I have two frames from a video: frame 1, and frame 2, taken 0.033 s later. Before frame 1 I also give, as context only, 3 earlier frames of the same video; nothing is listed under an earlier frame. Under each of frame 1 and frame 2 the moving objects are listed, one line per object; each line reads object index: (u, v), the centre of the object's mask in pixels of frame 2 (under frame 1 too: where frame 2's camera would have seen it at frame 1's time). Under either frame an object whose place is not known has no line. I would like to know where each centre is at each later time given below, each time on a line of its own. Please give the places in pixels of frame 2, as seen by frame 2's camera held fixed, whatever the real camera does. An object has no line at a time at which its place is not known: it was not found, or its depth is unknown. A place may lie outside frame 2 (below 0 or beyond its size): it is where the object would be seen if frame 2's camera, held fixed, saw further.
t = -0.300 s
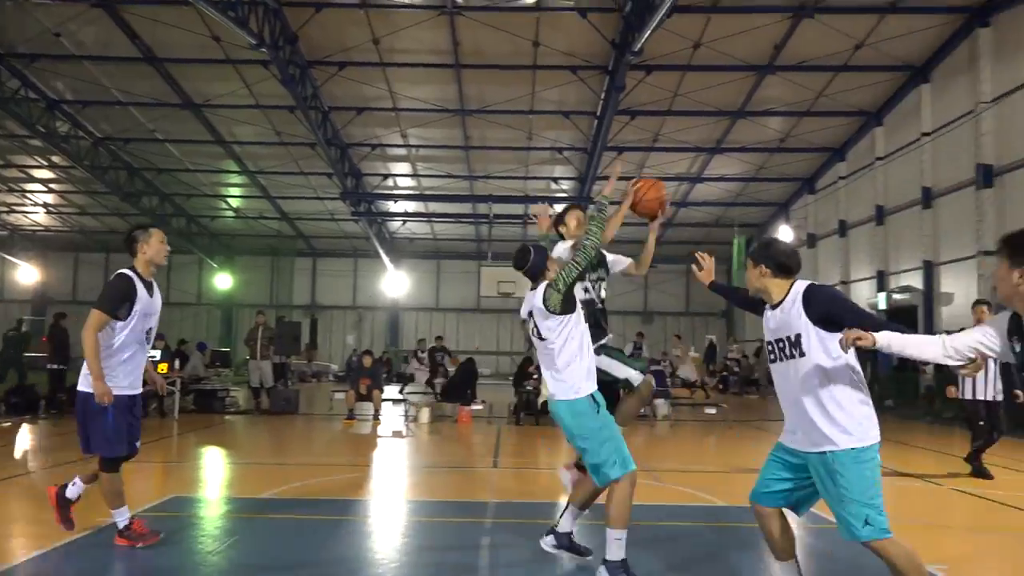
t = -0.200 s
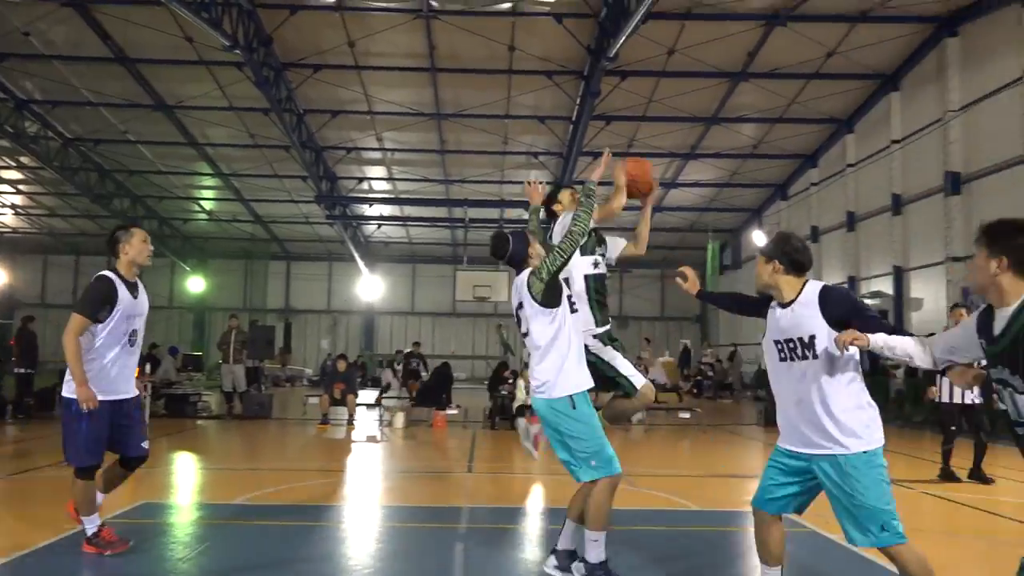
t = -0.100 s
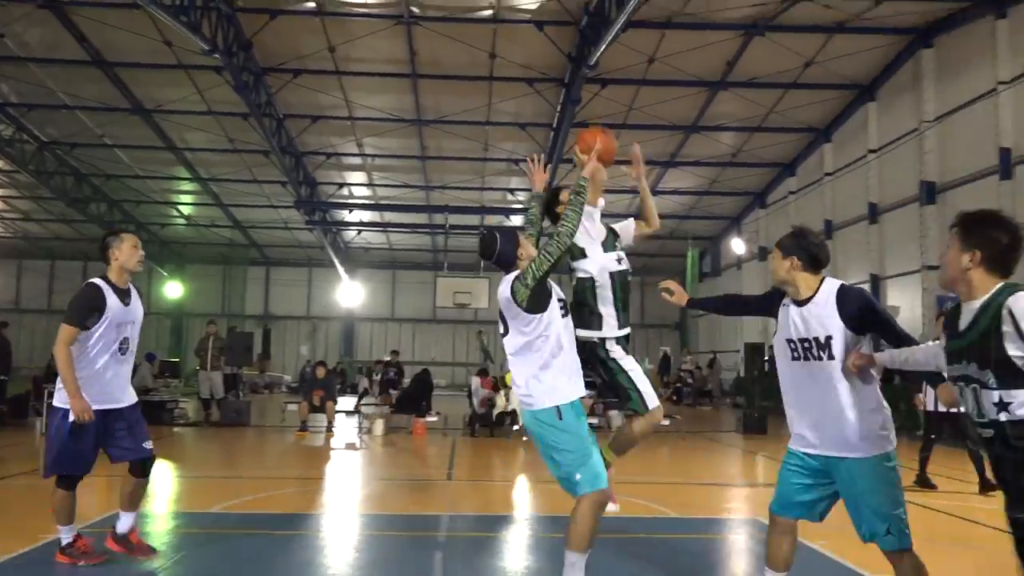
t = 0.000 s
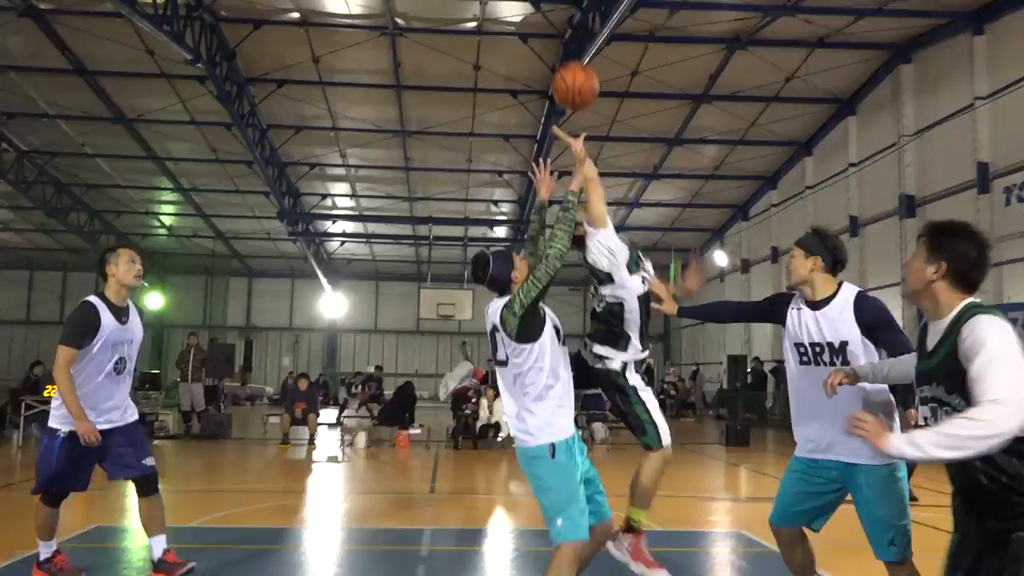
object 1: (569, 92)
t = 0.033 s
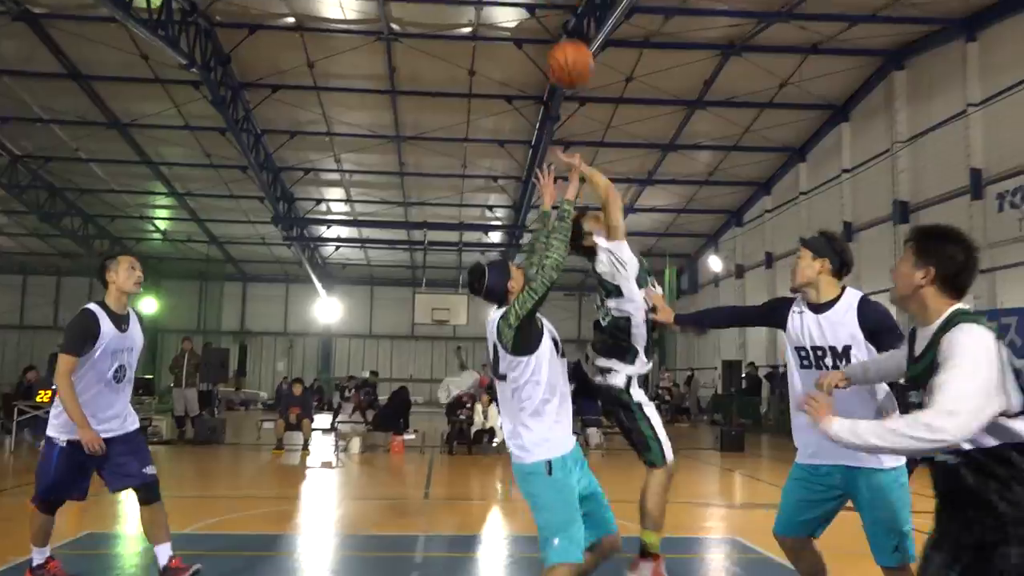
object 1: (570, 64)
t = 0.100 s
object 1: (569, 15)
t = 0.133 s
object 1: (569, -6)
